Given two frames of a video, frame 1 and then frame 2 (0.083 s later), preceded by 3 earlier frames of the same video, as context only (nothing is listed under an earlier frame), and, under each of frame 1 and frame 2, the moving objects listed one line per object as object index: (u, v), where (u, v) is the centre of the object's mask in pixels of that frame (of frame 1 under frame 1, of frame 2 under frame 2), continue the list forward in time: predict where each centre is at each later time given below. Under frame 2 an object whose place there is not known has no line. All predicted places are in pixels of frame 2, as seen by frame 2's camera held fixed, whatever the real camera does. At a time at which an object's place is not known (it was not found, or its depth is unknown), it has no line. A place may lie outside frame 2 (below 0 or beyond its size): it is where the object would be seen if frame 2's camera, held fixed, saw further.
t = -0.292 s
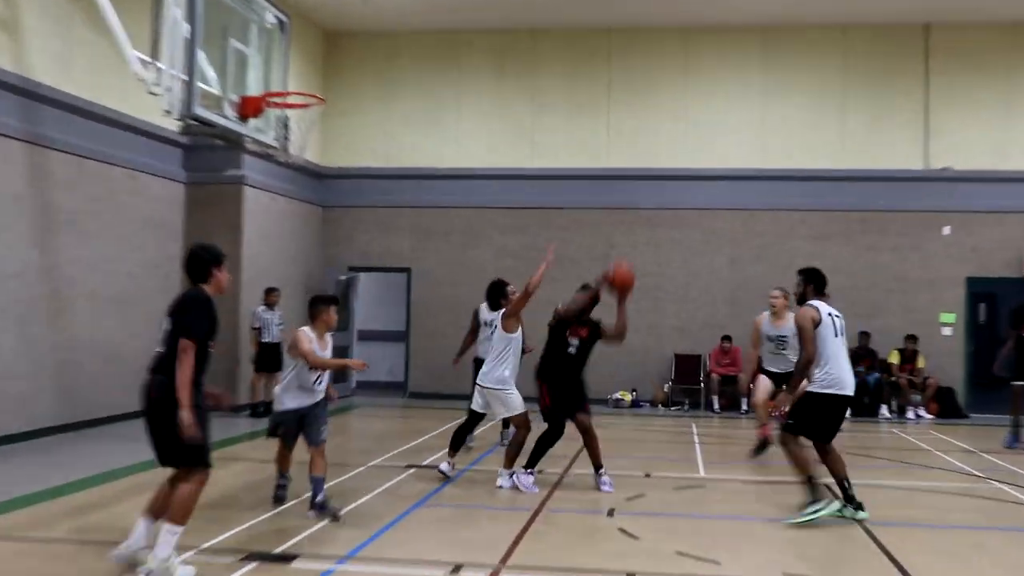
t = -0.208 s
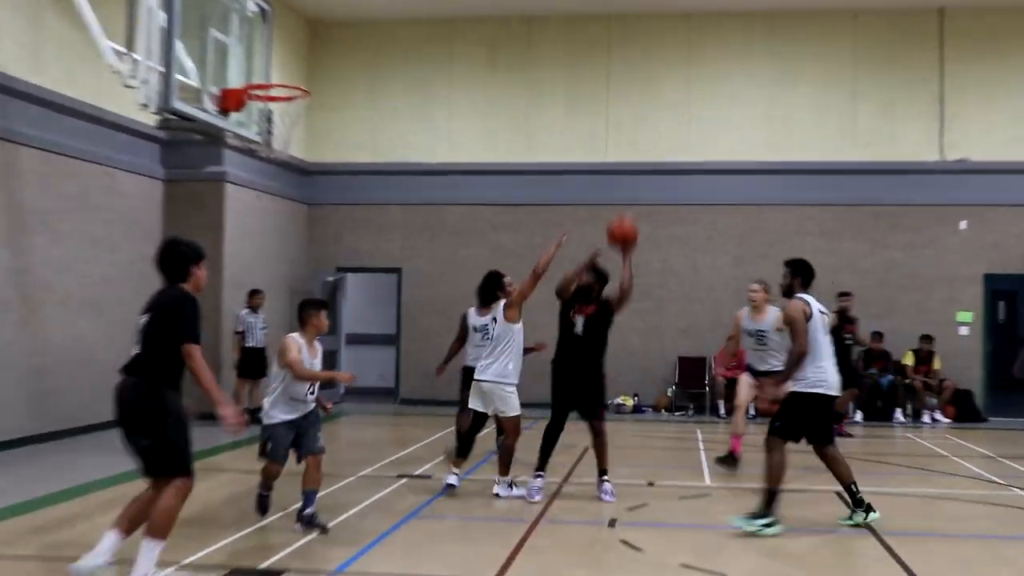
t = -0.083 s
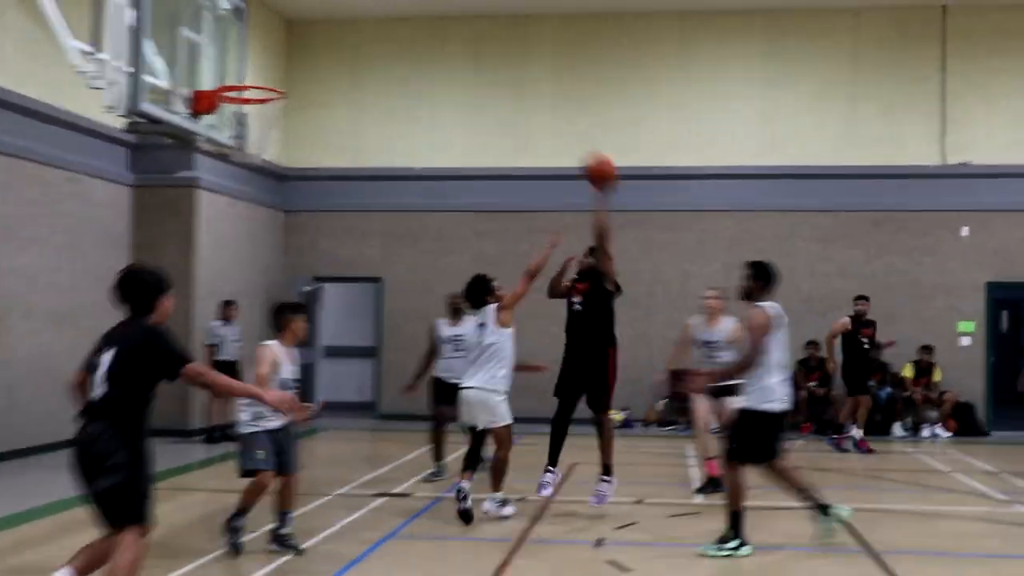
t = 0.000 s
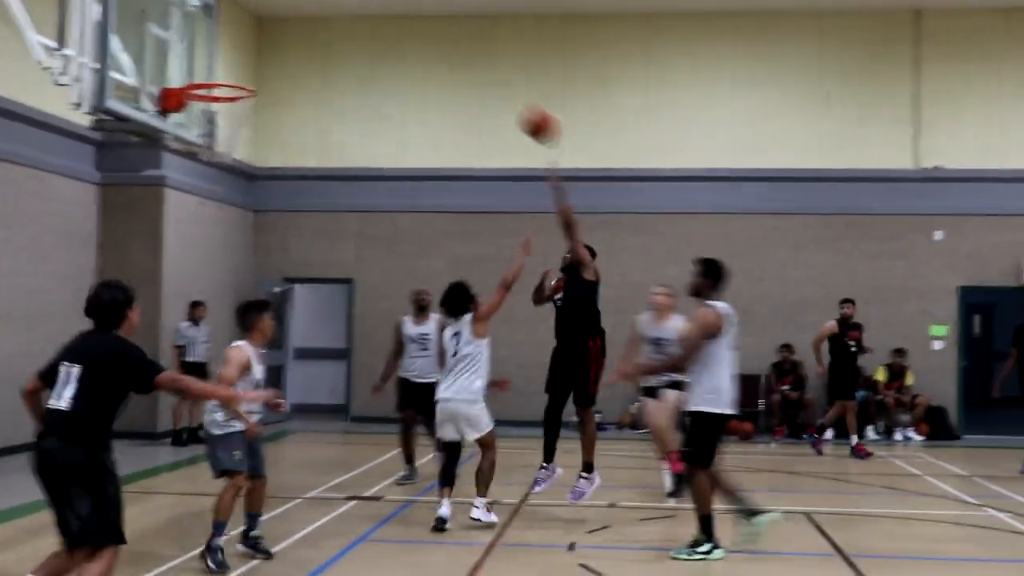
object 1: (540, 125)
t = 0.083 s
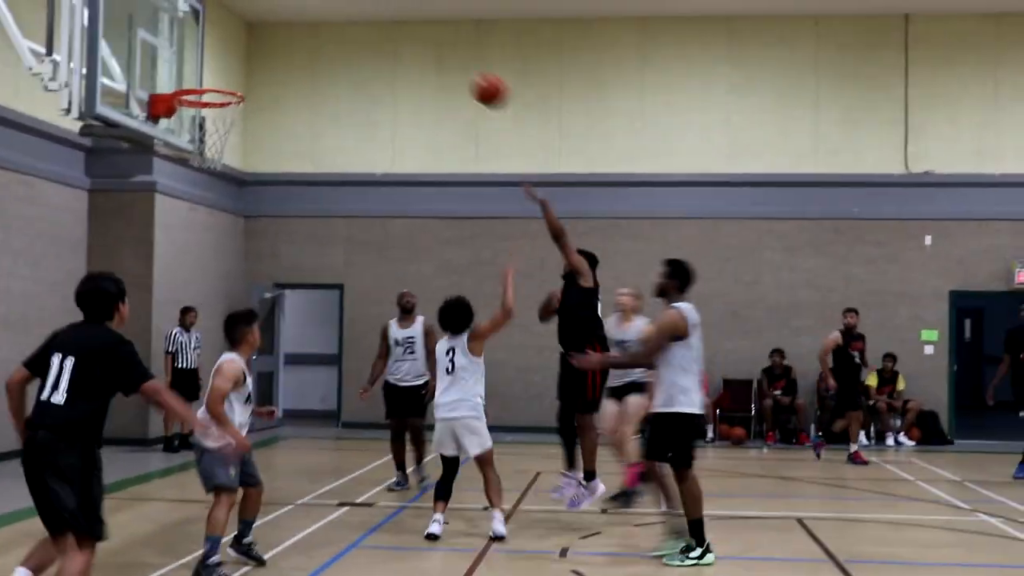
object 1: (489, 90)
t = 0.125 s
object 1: (469, 71)
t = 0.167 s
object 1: (448, 56)
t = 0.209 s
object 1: (428, 44)
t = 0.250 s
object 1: (407, 33)
